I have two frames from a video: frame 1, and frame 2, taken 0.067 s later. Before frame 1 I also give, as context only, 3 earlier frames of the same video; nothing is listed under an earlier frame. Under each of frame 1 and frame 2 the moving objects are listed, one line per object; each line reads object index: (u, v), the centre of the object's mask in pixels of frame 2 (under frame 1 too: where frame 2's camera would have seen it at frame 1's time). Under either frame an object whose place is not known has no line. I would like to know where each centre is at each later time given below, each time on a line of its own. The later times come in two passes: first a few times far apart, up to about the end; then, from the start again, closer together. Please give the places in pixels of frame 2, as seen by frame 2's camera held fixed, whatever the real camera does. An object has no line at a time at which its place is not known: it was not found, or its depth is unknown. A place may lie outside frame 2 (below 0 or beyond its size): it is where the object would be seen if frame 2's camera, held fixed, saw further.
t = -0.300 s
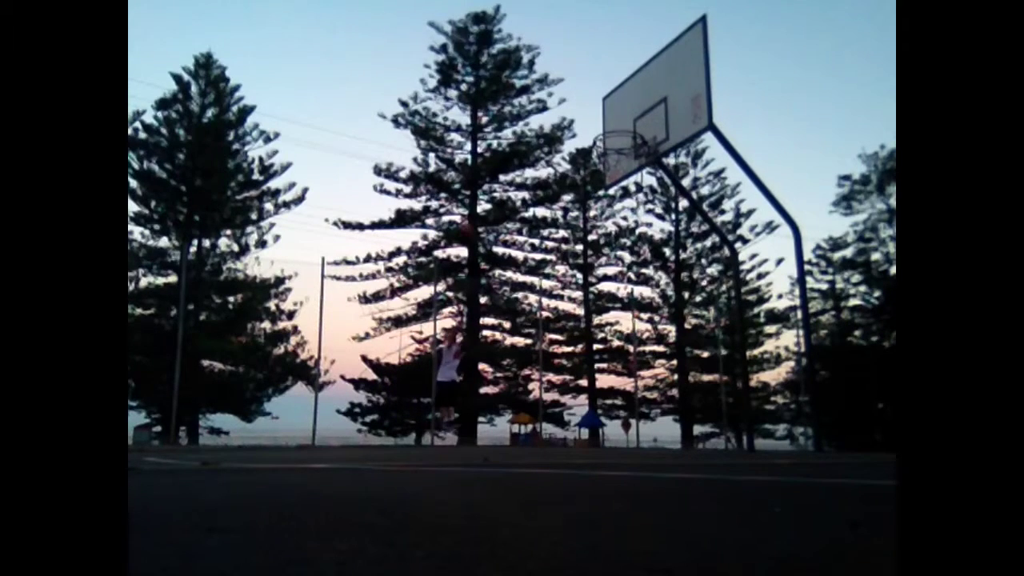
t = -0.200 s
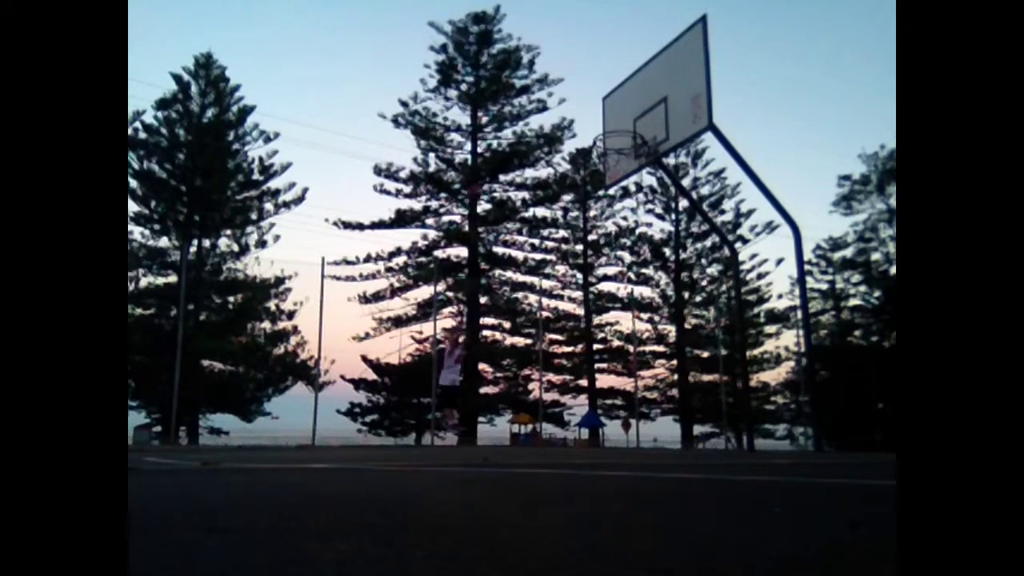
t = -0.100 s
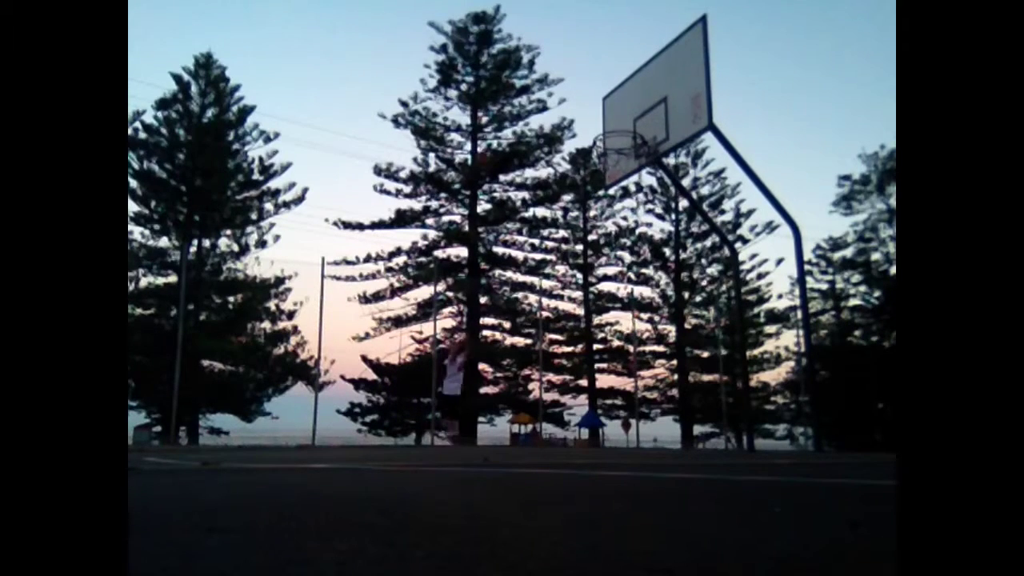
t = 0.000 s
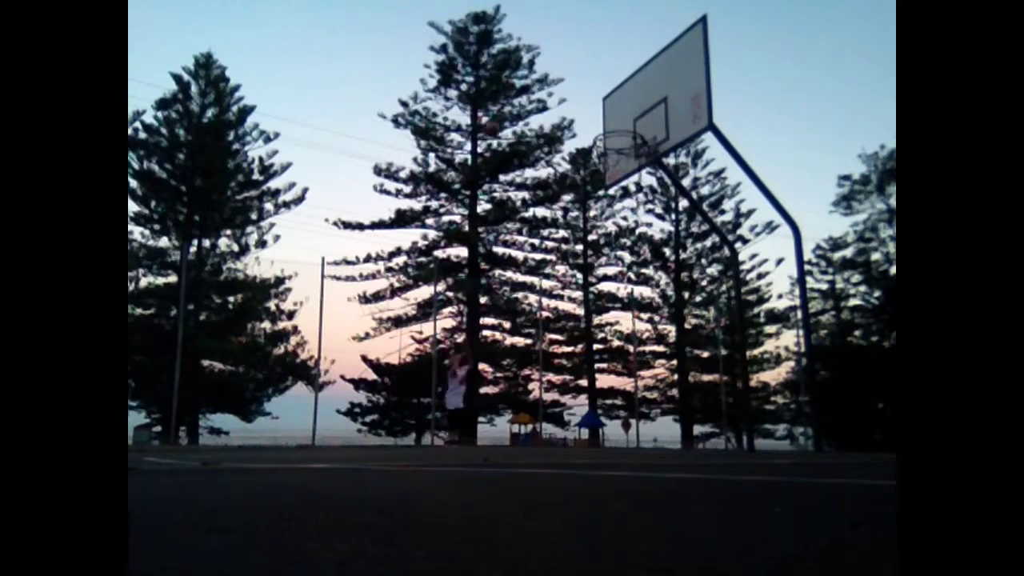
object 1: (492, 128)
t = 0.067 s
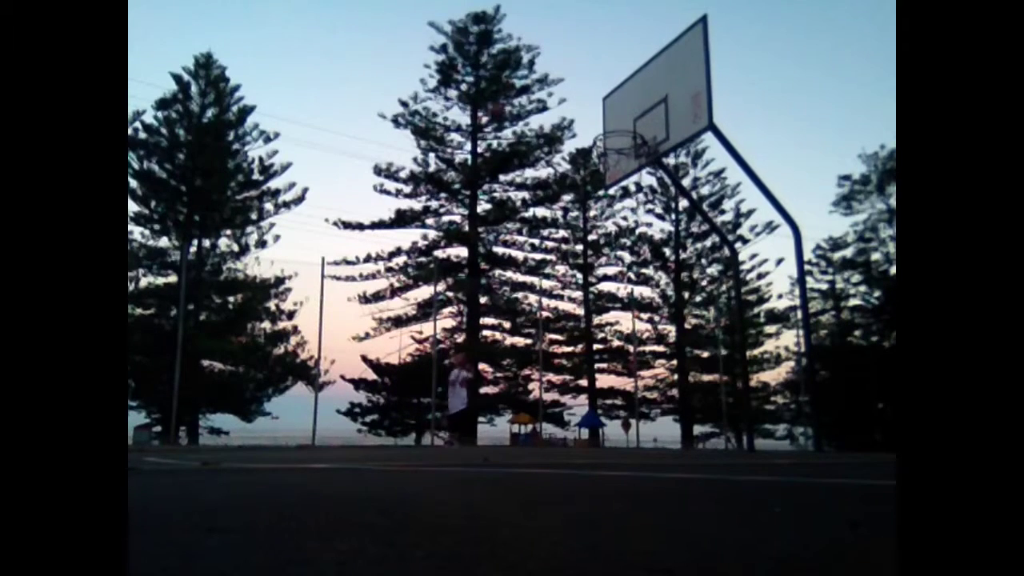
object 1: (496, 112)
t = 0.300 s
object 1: (521, 70)
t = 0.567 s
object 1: (552, 64)
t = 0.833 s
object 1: (593, 120)
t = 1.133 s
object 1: (596, 73)
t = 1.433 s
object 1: (597, 108)
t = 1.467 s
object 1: (597, 120)
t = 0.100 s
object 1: (501, 104)
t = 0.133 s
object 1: (506, 93)
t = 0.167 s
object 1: (506, 90)
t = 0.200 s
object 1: (510, 85)
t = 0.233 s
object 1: (513, 81)
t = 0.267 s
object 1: (518, 73)
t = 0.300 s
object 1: (521, 70)
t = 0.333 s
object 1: (525, 66)
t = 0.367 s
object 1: (528, 64)
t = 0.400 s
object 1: (531, 61)
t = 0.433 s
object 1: (535, 60)
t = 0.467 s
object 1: (539, 60)
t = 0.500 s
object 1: (543, 60)
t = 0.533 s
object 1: (548, 61)
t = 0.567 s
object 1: (552, 64)
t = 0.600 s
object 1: (557, 67)
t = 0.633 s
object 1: (561, 71)
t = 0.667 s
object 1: (567, 76)
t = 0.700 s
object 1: (571, 82)
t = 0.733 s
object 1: (576, 90)
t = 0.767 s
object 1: (582, 99)
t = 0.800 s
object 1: (588, 109)
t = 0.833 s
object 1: (593, 120)
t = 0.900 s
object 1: (596, 111)
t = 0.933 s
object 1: (596, 102)
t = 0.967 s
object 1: (596, 95)
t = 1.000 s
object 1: (596, 89)
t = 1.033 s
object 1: (596, 83)
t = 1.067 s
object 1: (596, 79)
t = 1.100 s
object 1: (596, 75)
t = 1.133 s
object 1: (596, 73)
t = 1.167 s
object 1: (596, 72)
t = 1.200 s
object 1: (596, 72)
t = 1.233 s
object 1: (596, 73)
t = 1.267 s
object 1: (596, 75)
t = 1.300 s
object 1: (596, 79)
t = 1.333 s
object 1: (597, 84)
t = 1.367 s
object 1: (596, 91)
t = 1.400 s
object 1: (597, 99)
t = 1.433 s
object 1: (597, 108)
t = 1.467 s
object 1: (597, 120)
